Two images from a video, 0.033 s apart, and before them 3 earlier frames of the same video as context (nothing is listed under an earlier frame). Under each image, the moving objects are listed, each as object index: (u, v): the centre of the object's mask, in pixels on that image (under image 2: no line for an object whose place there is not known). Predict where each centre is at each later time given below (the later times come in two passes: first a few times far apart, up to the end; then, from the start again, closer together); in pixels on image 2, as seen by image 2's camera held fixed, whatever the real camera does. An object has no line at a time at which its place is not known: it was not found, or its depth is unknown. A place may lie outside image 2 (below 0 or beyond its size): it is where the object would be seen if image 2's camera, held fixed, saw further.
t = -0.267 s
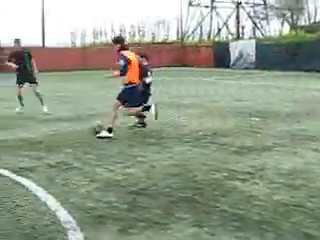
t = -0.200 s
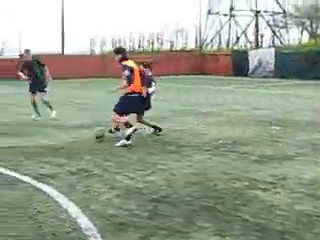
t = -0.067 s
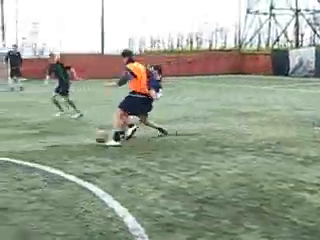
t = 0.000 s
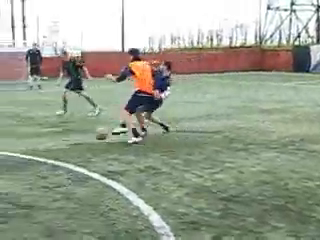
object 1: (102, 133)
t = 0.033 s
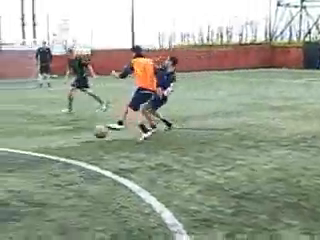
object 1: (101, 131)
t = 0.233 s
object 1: (27, 145)
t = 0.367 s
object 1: (-20, 143)
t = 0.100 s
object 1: (76, 135)
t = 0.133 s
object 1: (63, 137)
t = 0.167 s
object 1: (50, 142)
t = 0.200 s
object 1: (38, 146)
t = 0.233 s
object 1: (27, 145)
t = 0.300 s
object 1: (3, 142)
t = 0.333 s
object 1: (-9, 142)
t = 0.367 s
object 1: (-20, 143)
